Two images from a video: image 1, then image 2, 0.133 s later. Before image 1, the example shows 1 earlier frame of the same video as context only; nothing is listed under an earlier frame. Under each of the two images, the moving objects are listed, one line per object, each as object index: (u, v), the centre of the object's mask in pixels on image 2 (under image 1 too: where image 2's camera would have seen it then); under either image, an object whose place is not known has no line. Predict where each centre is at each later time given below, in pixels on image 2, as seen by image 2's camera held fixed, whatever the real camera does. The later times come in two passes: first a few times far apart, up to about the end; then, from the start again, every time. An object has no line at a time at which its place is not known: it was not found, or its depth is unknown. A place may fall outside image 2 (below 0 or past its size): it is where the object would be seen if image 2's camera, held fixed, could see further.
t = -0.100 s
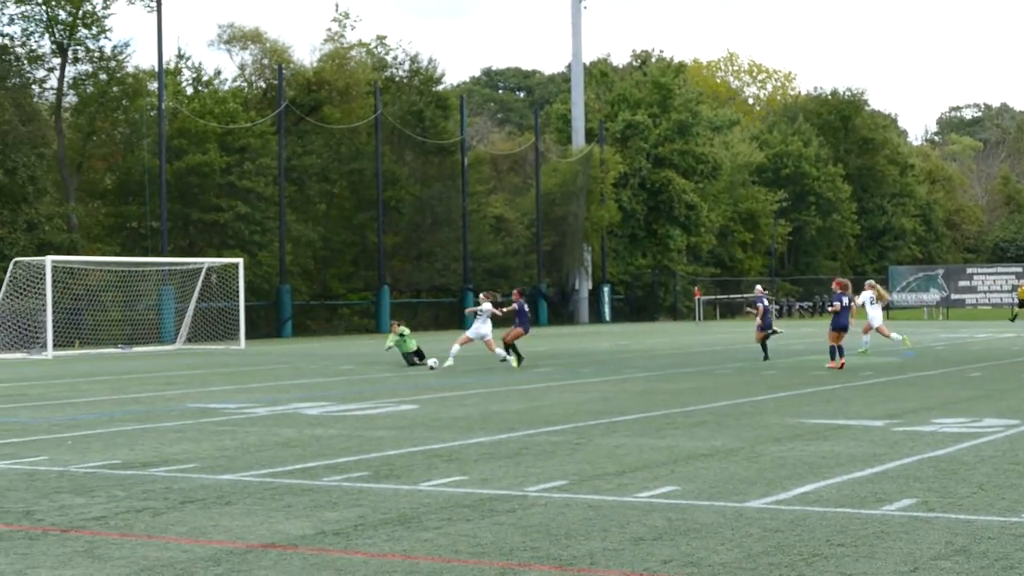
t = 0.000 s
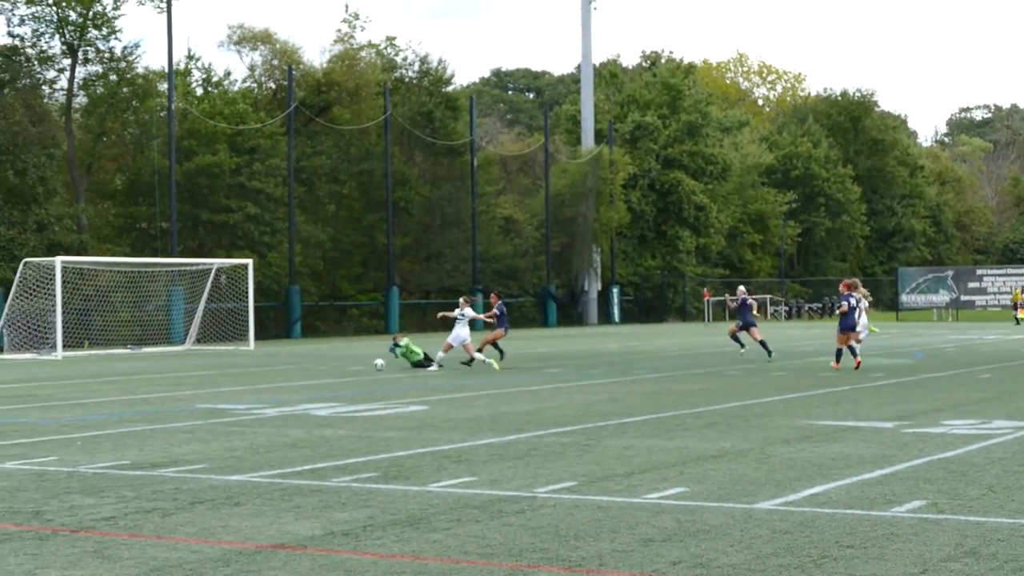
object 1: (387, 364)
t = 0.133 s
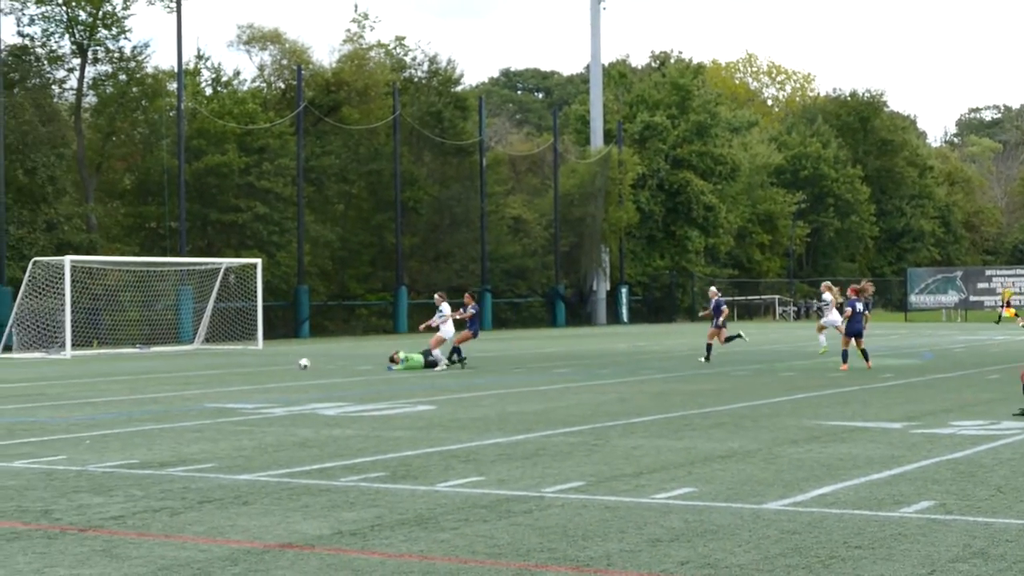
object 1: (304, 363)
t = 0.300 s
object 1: (215, 363)
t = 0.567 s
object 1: (100, 364)
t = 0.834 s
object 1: (9, 365)
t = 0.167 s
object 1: (285, 364)
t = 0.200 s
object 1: (267, 364)
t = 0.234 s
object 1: (249, 363)
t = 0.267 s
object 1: (232, 363)
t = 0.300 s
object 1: (215, 363)
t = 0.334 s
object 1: (198, 364)
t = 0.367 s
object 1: (183, 364)
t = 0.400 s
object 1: (168, 363)
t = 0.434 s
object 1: (154, 364)
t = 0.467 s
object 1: (139, 364)
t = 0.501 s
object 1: (126, 364)
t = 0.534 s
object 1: (113, 363)
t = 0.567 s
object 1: (100, 364)
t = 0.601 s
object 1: (87, 364)
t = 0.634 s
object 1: (75, 364)
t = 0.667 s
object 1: (64, 365)
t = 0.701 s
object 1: (52, 364)
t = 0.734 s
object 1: (41, 365)
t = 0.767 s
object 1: (30, 364)
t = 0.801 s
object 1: (19, 365)
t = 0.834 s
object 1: (9, 365)
